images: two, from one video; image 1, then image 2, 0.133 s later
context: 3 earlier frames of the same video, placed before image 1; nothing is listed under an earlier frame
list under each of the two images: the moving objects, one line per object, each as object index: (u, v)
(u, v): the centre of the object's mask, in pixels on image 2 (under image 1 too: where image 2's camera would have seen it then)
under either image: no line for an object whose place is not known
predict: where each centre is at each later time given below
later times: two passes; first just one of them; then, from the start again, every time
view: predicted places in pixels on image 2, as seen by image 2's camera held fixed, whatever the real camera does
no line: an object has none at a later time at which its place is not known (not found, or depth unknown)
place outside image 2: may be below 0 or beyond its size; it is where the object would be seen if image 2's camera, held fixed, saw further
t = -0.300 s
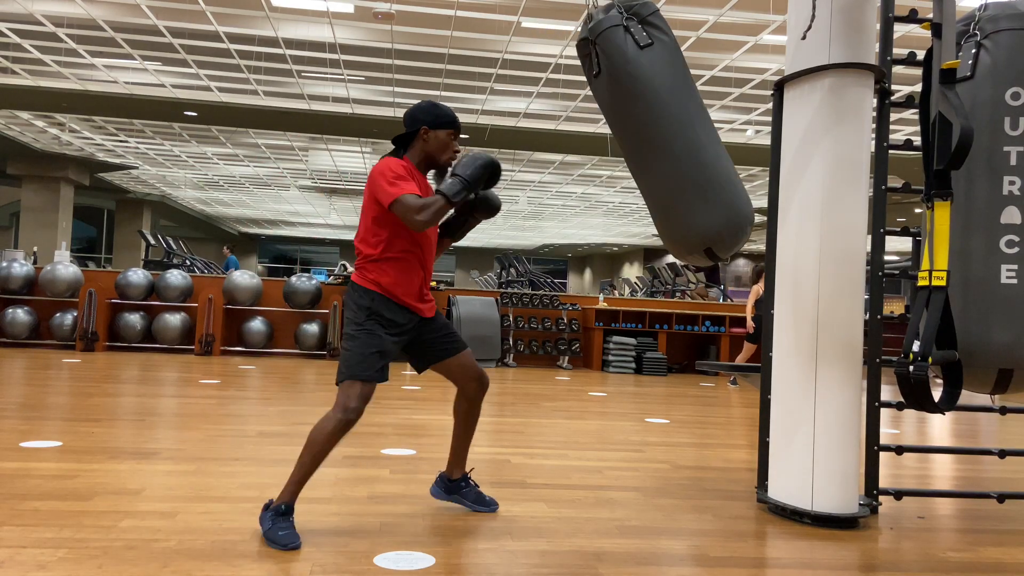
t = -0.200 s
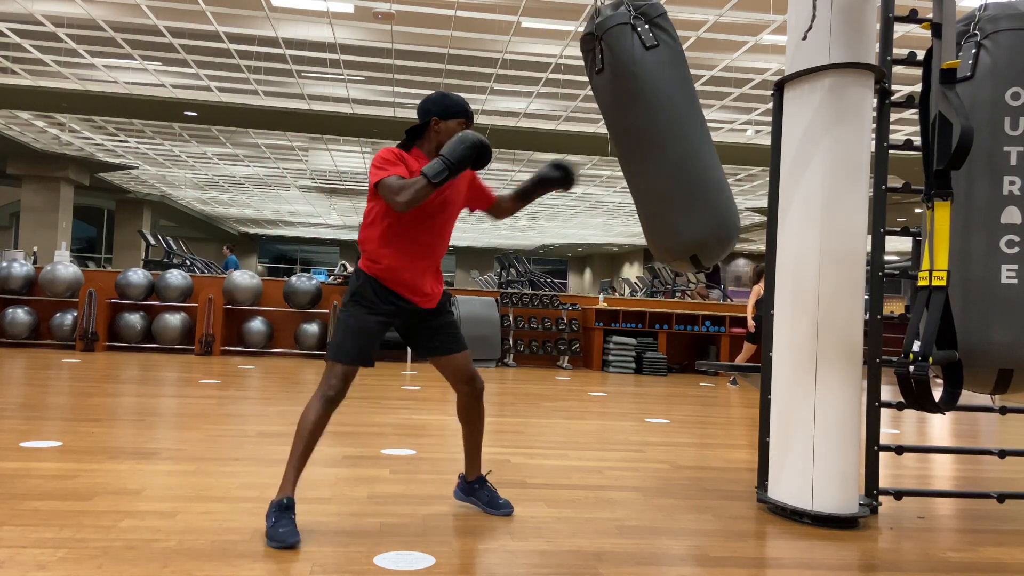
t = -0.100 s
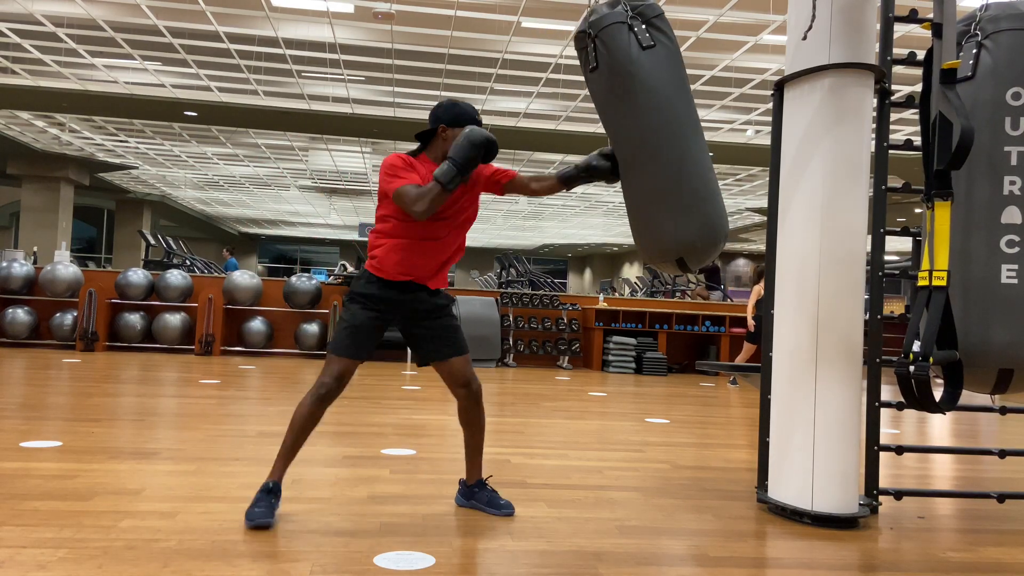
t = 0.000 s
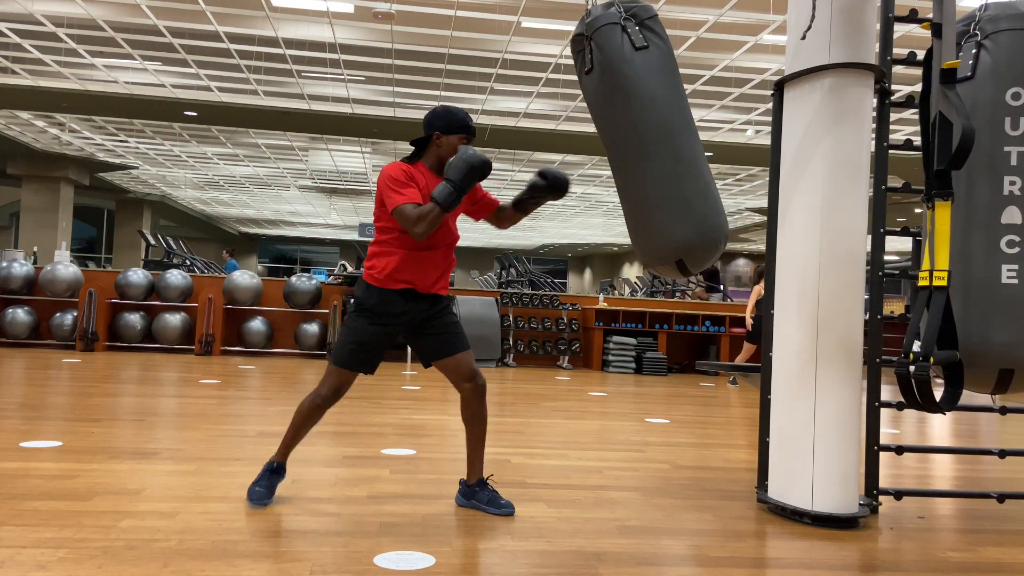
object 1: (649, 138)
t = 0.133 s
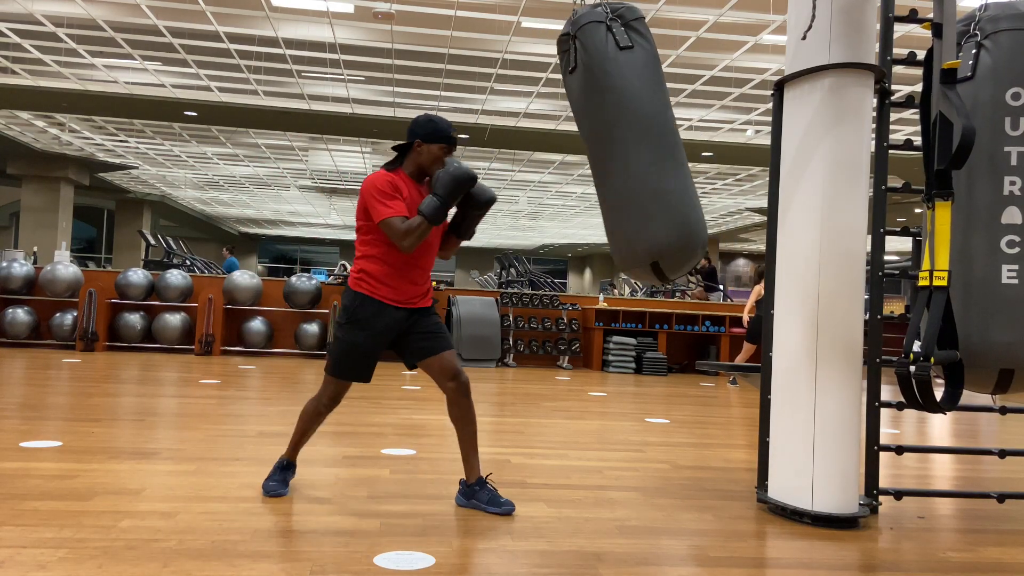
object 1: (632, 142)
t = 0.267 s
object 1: (605, 145)
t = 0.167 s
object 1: (626, 143)
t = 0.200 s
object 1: (620, 144)
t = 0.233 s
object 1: (613, 145)
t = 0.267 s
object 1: (605, 145)
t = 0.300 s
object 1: (596, 146)
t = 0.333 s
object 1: (586, 148)
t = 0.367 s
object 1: (576, 148)
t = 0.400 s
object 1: (566, 147)
